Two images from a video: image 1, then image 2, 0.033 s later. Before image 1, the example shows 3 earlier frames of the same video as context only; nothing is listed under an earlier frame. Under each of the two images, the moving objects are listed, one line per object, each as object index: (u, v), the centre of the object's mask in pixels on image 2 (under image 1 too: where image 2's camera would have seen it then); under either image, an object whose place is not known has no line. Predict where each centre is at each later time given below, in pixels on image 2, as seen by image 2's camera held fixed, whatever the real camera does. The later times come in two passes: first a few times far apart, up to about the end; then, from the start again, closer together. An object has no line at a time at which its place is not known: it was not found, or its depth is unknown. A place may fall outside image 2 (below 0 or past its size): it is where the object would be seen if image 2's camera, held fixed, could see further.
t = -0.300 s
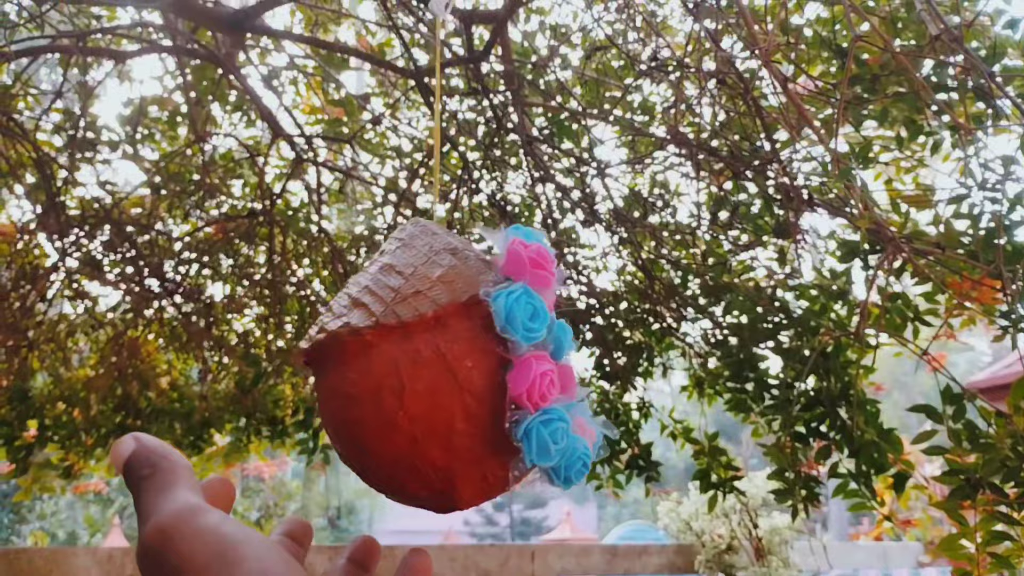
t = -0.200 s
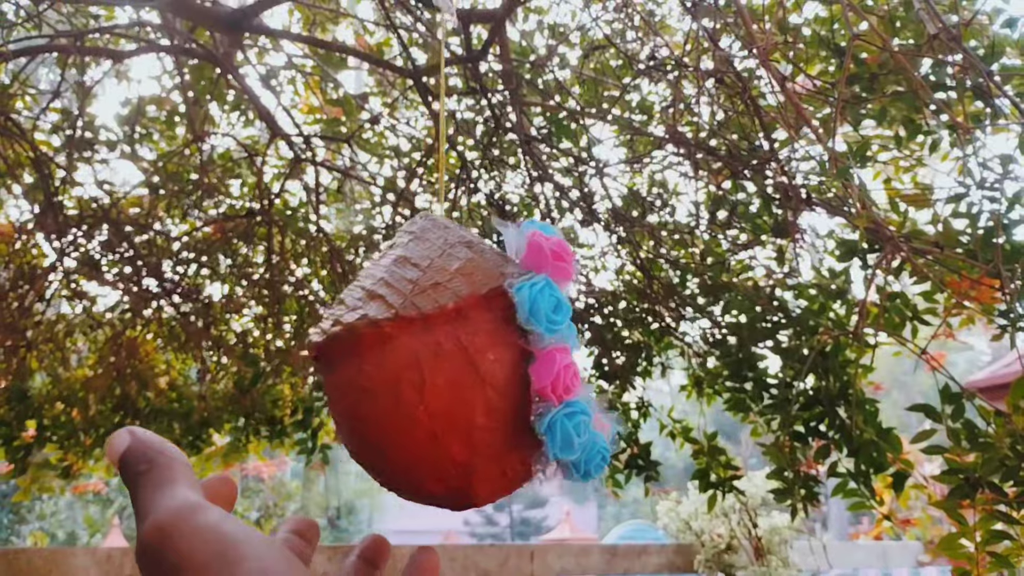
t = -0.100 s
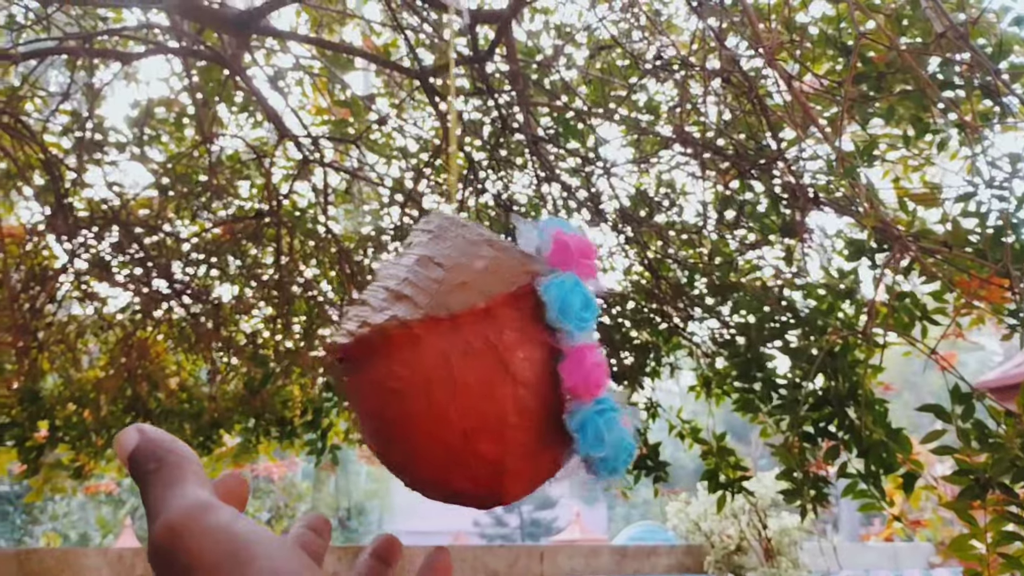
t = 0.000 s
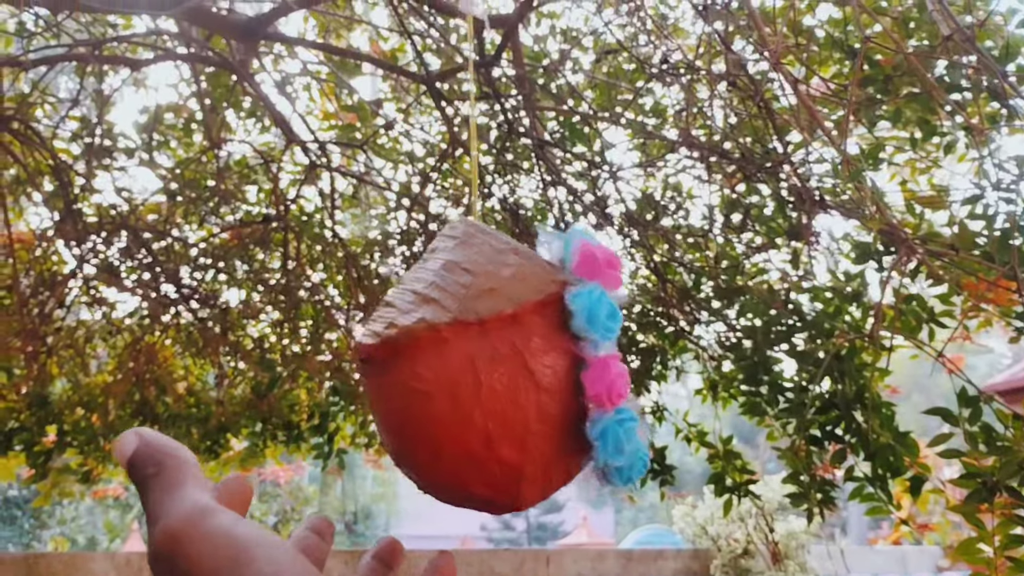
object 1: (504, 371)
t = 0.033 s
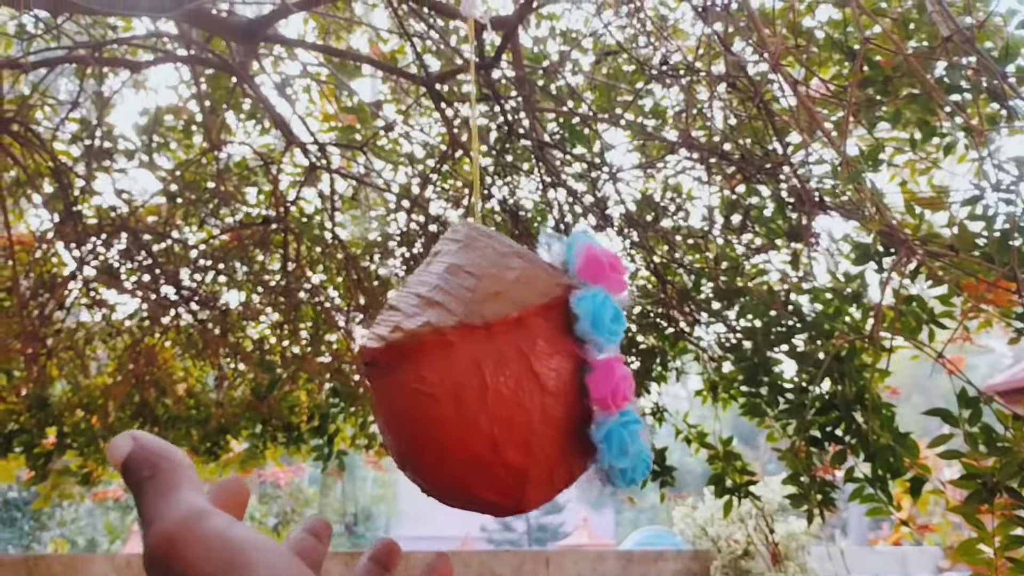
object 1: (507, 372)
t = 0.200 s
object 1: (512, 379)
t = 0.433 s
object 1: (497, 389)
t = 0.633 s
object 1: (474, 389)
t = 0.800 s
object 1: (462, 388)
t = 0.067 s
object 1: (509, 373)
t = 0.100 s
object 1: (510, 375)
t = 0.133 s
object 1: (511, 376)
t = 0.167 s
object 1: (512, 377)
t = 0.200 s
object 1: (512, 379)
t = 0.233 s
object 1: (511, 382)
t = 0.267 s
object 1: (511, 383)
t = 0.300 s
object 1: (509, 384)
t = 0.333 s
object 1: (506, 386)
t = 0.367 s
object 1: (503, 387)
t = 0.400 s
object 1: (500, 388)
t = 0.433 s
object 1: (497, 389)
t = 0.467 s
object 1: (494, 391)
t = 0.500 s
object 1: (489, 391)
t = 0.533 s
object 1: (486, 391)
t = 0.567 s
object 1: (483, 391)
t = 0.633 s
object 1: (474, 389)
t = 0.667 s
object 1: (471, 389)
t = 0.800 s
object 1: (462, 388)
